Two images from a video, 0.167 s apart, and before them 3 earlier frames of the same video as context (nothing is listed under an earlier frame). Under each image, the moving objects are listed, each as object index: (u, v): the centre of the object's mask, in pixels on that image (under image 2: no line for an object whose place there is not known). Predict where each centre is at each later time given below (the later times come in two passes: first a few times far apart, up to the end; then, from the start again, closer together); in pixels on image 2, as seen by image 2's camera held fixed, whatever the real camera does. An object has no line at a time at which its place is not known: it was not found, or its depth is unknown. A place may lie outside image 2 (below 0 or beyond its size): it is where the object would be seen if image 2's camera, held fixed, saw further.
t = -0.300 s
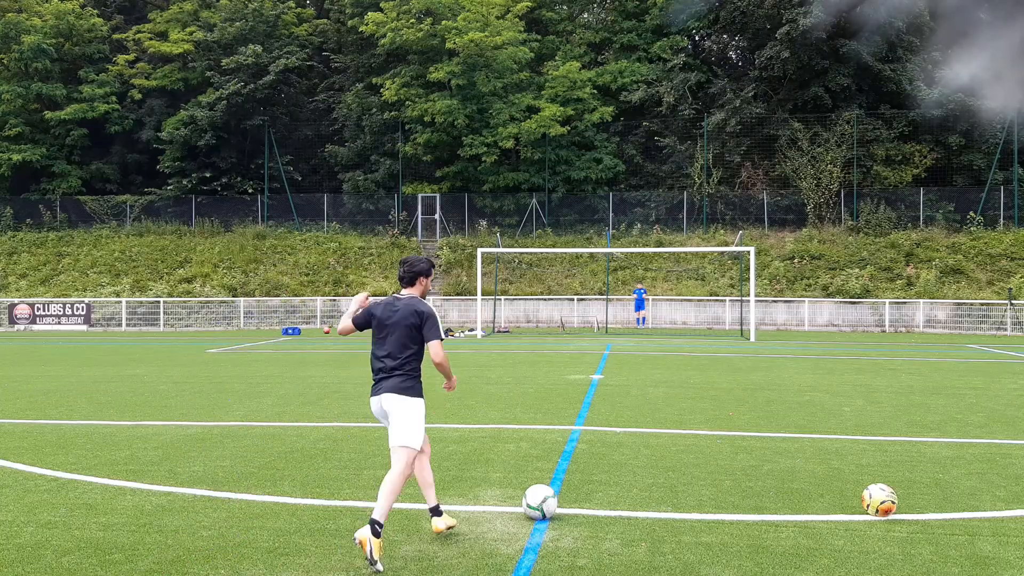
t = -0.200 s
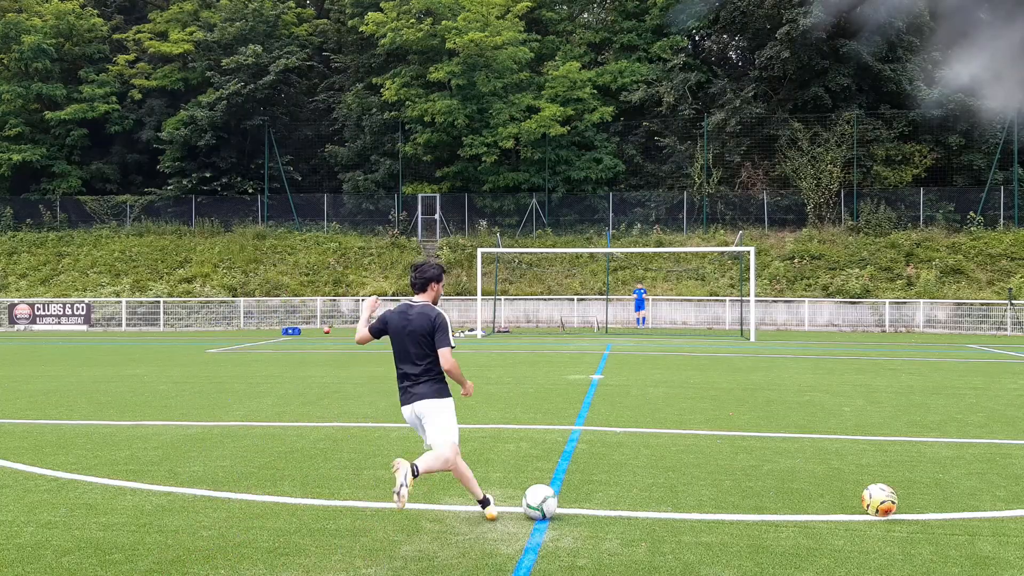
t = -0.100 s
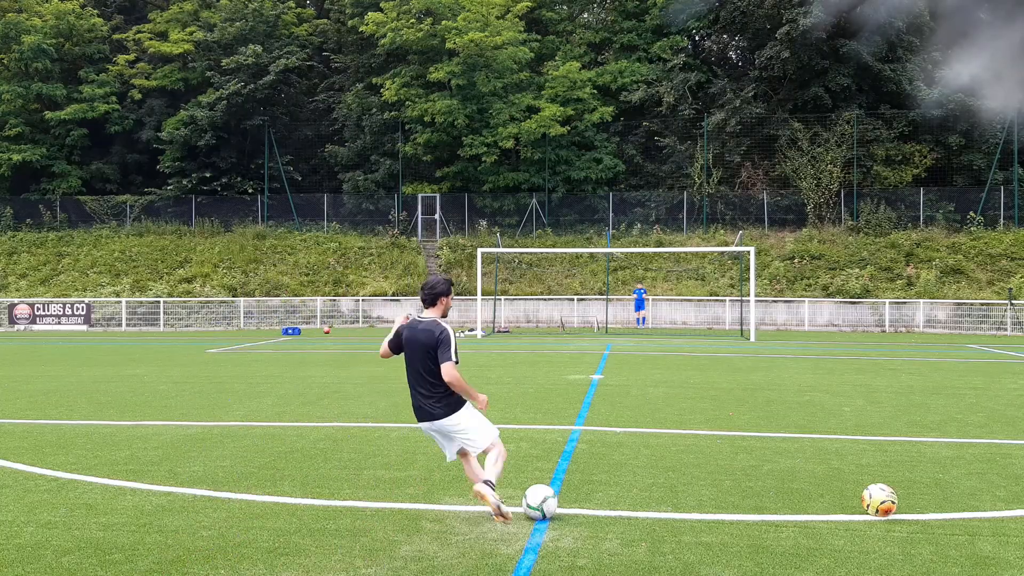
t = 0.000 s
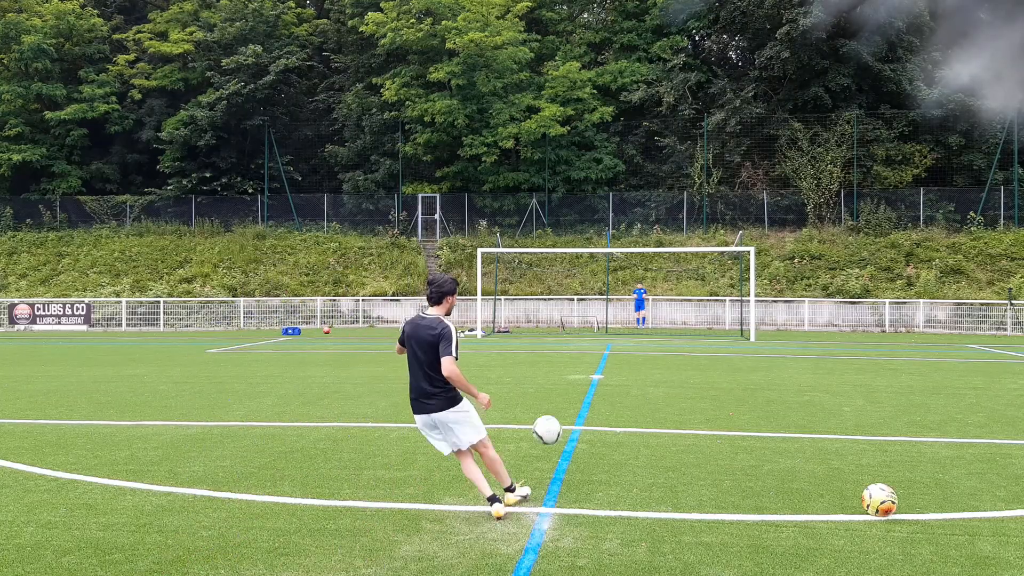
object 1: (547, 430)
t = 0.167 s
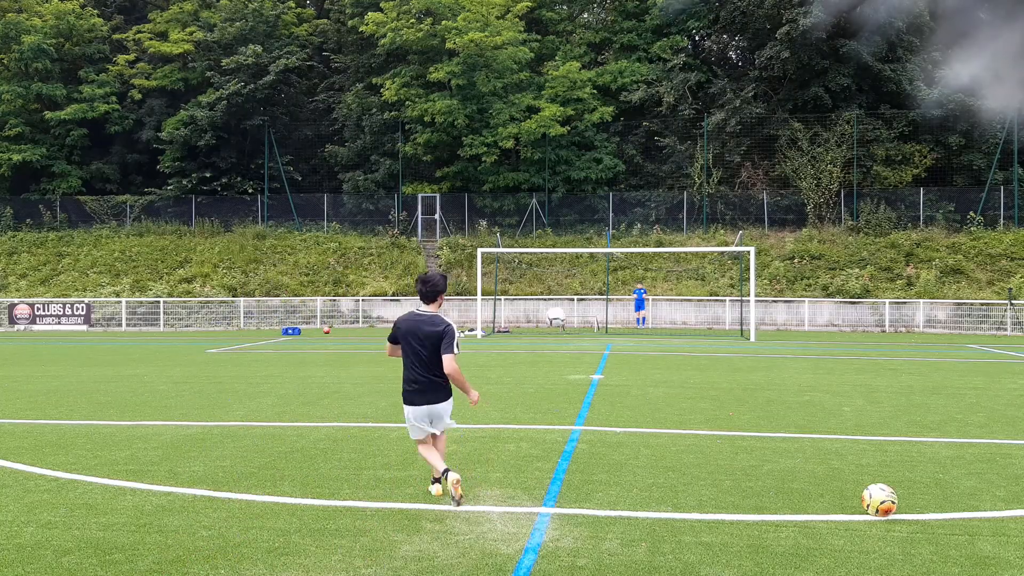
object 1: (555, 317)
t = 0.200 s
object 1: (556, 305)
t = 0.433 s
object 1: (552, 258)
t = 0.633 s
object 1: (543, 250)
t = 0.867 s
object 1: (533, 261)
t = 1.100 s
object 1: (521, 283)
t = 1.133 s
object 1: (519, 287)
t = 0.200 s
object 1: (556, 305)
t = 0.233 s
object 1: (556, 293)
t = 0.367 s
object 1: (555, 265)
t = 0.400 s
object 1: (553, 261)
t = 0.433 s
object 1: (552, 258)
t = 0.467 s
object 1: (551, 256)
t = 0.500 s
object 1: (550, 253)
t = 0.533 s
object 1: (548, 252)
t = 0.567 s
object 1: (547, 251)
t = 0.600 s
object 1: (545, 251)
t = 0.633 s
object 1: (543, 250)
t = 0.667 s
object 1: (542, 251)
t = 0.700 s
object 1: (541, 252)
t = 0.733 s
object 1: (540, 254)
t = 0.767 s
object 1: (537, 255)
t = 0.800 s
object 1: (536, 256)
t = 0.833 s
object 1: (534, 259)
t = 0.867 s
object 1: (533, 261)
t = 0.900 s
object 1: (531, 263)
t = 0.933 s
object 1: (529, 266)
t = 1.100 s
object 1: (521, 283)
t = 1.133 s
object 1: (519, 287)
